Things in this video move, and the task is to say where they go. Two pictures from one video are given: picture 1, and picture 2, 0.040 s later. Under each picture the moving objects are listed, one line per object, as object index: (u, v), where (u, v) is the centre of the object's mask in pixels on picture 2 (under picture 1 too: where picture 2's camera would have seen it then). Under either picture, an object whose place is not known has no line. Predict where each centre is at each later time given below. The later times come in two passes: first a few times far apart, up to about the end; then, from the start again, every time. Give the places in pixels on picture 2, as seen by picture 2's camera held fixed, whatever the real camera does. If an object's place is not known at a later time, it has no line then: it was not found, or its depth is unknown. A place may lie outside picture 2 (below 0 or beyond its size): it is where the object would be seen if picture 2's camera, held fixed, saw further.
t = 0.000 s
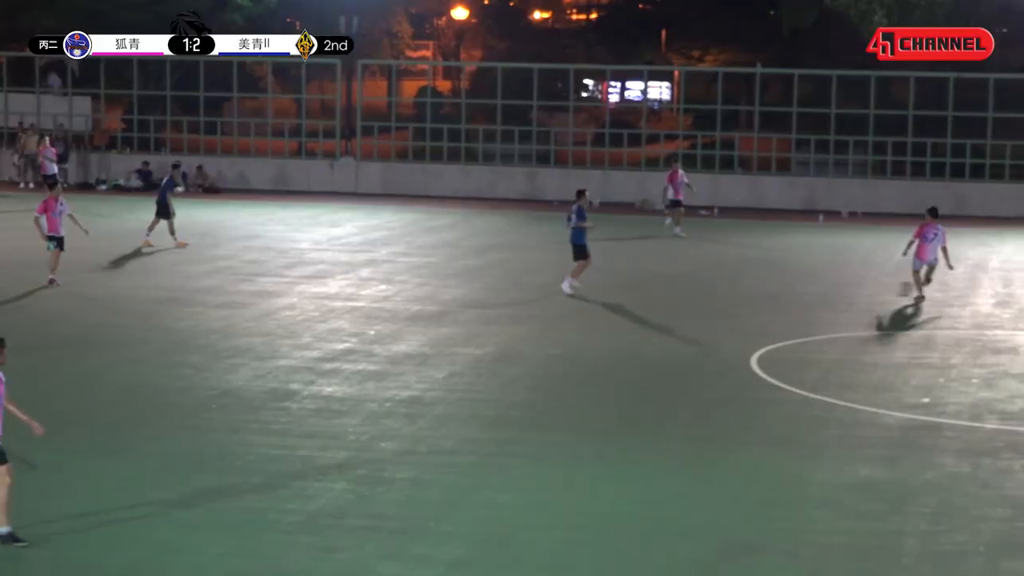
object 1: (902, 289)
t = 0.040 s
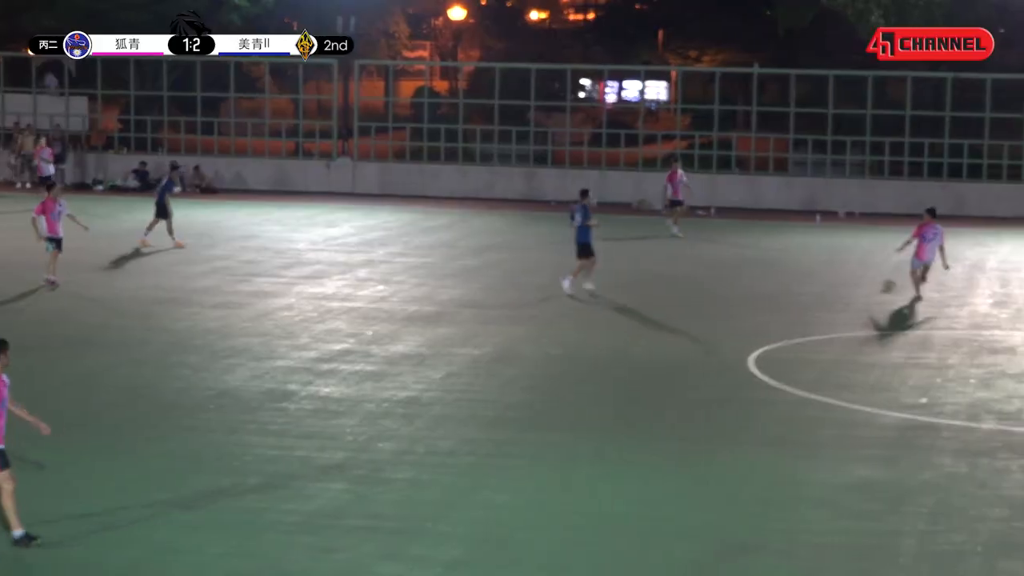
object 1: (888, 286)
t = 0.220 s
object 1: (828, 272)
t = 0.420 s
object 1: (778, 262)
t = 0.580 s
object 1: (748, 255)
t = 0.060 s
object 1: (880, 285)
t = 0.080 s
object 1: (873, 283)
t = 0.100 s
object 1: (866, 281)
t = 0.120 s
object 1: (859, 279)
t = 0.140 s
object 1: (852, 278)
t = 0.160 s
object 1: (846, 277)
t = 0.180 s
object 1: (839, 275)
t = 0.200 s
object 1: (834, 273)
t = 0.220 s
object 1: (828, 272)
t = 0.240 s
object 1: (822, 271)
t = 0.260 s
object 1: (817, 271)
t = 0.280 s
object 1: (812, 270)
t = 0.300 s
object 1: (806, 268)
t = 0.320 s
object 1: (801, 267)
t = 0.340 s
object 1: (797, 266)
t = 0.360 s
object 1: (792, 265)
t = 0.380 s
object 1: (787, 263)
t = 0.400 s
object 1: (783, 262)
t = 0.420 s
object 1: (778, 262)
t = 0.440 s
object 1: (775, 261)
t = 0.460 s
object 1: (771, 260)
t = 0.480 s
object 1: (766, 259)
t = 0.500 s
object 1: (762, 258)
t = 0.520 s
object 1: (758, 257)
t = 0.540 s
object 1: (755, 256)
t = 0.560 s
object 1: (751, 255)
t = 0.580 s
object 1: (748, 255)
